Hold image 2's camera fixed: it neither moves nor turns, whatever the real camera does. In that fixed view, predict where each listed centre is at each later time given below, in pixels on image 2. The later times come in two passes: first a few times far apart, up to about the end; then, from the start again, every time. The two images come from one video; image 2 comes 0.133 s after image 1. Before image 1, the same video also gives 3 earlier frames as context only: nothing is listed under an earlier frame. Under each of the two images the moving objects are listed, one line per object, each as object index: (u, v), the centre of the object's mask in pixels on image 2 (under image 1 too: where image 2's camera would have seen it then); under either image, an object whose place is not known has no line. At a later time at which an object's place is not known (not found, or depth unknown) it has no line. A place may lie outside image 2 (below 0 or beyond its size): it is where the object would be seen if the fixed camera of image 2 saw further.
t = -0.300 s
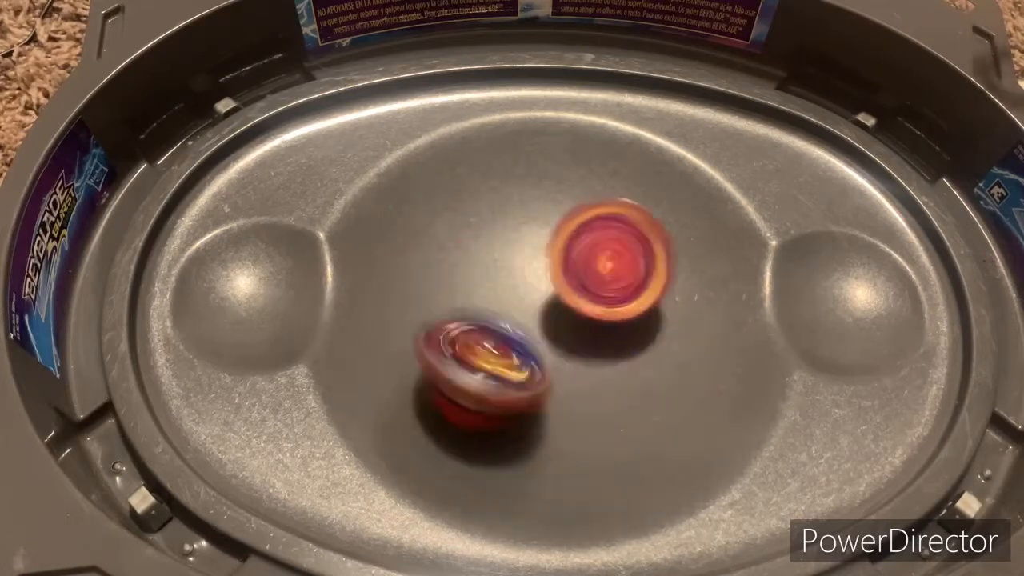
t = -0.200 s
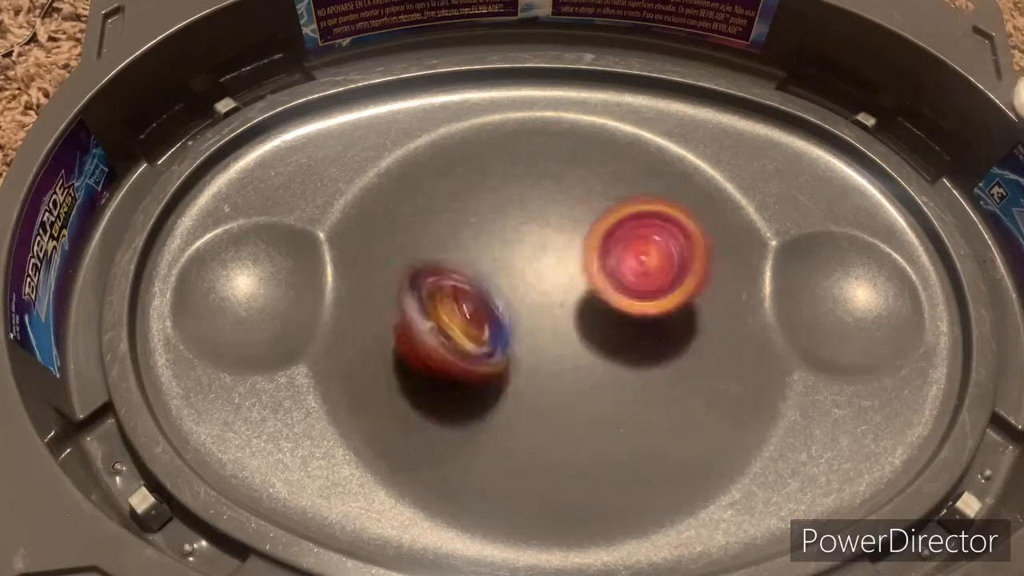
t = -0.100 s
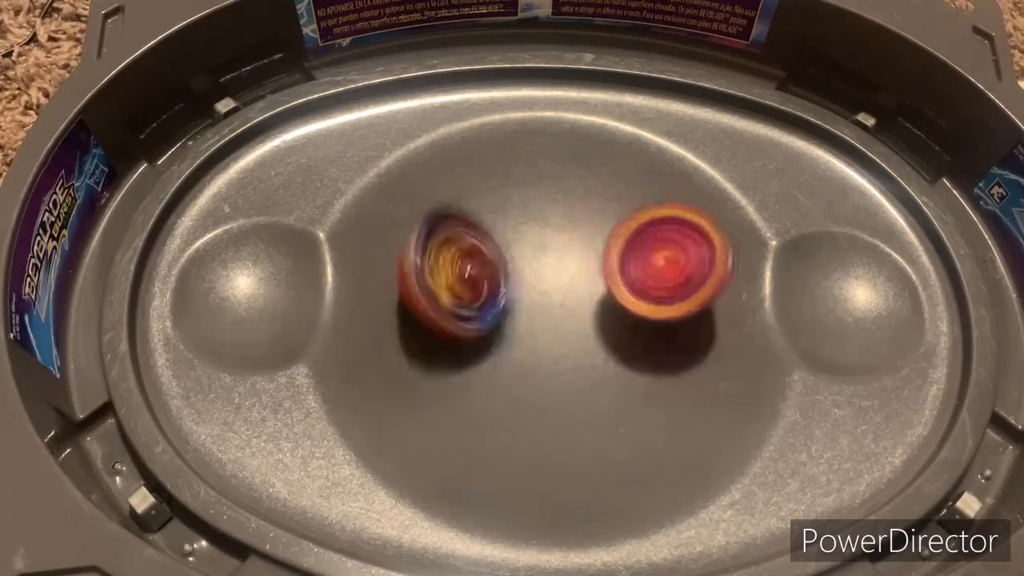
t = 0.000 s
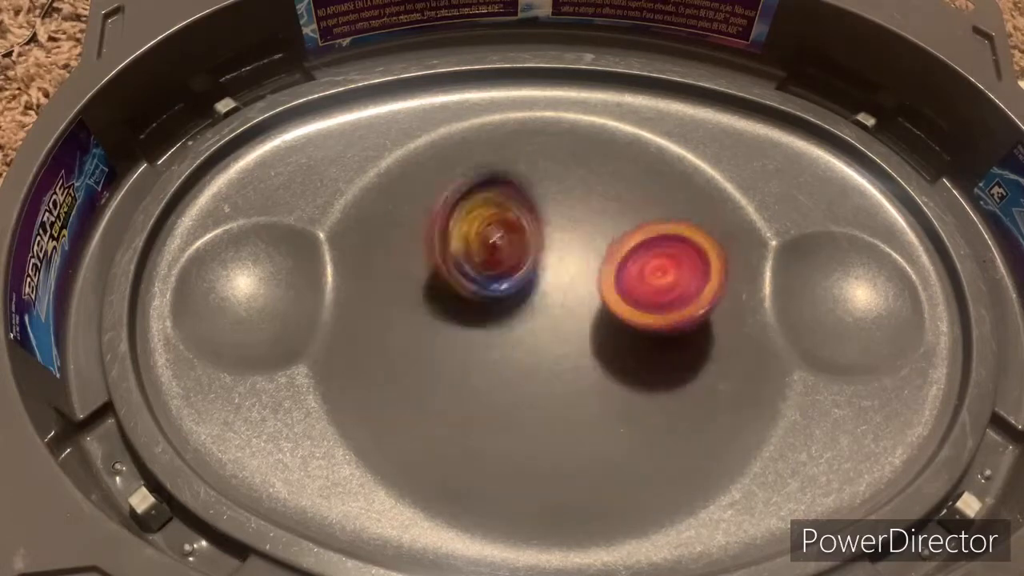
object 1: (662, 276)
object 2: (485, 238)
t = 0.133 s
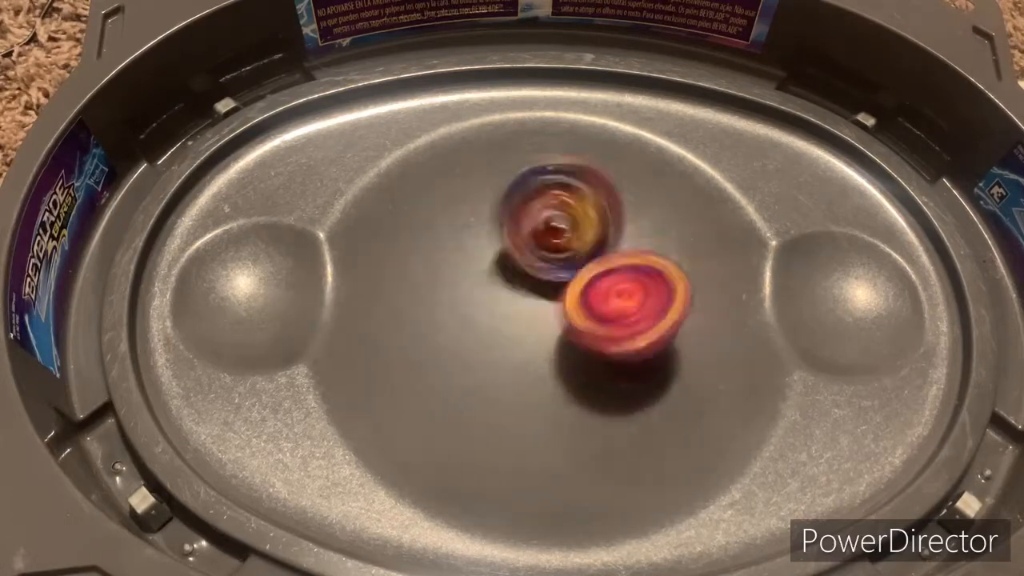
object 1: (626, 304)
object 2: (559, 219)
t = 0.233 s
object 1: (580, 334)
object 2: (628, 233)
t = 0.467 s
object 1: (469, 332)
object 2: (672, 348)
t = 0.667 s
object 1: (452, 281)
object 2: (560, 416)
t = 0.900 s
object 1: (531, 249)
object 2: (415, 332)
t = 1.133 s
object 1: (630, 277)
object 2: (459, 221)
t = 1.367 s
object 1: (643, 334)
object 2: (593, 204)
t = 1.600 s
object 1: (552, 342)
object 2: (681, 297)
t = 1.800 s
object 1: (489, 280)
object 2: (649, 386)
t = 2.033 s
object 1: (500, 221)
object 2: (487, 384)
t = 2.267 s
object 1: (563, 250)
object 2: (427, 302)
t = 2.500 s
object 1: (604, 334)
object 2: (493, 244)
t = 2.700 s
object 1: (573, 374)
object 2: (592, 241)
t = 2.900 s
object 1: (525, 338)
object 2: (647, 274)
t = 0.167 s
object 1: (611, 318)
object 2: (578, 215)
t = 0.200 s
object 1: (593, 328)
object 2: (605, 221)
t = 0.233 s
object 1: (580, 334)
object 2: (628, 233)
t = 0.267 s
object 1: (561, 340)
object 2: (641, 248)
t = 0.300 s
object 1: (544, 344)
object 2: (657, 263)
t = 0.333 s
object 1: (527, 345)
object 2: (668, 278)
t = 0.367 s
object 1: (512, 345)
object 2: (673, 298)
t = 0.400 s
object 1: (495, 343)
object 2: (678, 313)
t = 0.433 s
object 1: (481, 339)
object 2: (675, 331)
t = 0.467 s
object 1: (469, 332)
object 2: (672, 348)
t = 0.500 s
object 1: (460, 325)
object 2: (662, 364)
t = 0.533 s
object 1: (452, 317)
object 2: (649, 379)
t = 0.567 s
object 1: (449, 309)
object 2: (633, 392)
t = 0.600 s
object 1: (447, 299)
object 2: (608, 407)
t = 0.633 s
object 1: (448, 290)
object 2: (591, 411)
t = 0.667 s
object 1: (452, 281)
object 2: (560, 416)
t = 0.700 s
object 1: (458, 273)
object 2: (539, 415)
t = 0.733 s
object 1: (466, 266)
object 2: (509, 412)
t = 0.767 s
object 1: (476, 260)
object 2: (486, 404)
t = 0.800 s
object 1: (488, 255)
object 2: (467, 395)
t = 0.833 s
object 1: (501, 252)
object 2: (444, 371)
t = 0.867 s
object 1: (516, 250)
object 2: (431, 357)
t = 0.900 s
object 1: (531, 249)
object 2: (415, 332)
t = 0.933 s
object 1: (546, 250)
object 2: (412, 315)
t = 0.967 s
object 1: (562, 251)
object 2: (411, 298)
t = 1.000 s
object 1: (578, 254)
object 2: (411, 273)
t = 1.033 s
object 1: (593, 258)
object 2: (421, 261)
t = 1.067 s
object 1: (606, 263)
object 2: (431, 248)
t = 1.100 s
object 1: (619, 269)
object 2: (440, 229)
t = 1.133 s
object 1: (630, 277)
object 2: (459, 221)
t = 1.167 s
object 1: (639, 285)
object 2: (474, 215)
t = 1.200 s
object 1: (645, 293)
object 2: (491, 206)
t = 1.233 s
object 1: (649, 301)
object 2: (511, 199)
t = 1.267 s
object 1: (652, 309)
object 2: (533, 200)
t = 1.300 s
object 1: (652, 318)
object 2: (550, 199)
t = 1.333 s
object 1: (648, 327)
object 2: (569, 202)
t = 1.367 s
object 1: (643, 334)
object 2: (593, 204)
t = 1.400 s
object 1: (634, 341)
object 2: (611, 215)
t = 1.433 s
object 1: (623, 345)
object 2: (626, 223)
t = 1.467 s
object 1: (610, 349)
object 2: (641, 235)
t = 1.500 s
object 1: (597, 349)
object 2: (658, 243)
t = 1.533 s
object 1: (582, 349)
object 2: (670, 262)
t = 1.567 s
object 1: (567, 346)
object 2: (678, 282)
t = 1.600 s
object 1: (552, 342)
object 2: (681, 297)
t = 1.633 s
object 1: (539, 333)
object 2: (685, 308)
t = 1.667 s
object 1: (525, 326)
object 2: (686, 330)
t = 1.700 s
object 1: (513, 315)
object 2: (677, 351)
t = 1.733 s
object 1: (503, 304)
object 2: (670, 364)
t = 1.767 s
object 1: (495, 292)
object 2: (663, 374)
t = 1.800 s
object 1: (489, 280)
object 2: (649, 386)
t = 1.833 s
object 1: (484, 267)
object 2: (625, 398)
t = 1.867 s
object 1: (482, 257)
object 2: (604, 401)
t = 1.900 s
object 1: (482, 245)
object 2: (579, 406)
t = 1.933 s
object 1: (486, 236)
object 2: (559, 405)
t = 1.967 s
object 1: (488, 229)
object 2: (532, 400)
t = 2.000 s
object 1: (494, 224)
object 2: (508, 391)
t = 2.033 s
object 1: (500, 221)
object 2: (487, 384)
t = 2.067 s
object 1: (507, 218)
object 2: (472, 376)
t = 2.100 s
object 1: (516, 219)
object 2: (456, 365)
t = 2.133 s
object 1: (524, 221)
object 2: (440, 350)
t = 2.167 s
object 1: (535, 227)
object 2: (430, 336)
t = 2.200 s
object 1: (544, 232)
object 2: (426, 323)
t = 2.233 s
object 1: (555, 241)
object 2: (426, 312)
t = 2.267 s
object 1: (563, 250)
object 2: (427, 302)
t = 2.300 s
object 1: (573, 261)
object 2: (428, 290)
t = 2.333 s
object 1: (581, 273)
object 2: (437, 273)
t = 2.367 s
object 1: (589, 286)
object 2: (445, 264)
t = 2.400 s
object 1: (595, 299)
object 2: (457, 258)
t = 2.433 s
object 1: (601, 310)
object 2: (468, 253)
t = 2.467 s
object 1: (602, 323)
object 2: (481, 248)
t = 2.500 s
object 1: (604, 334)
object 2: (493, 244)
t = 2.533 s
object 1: (602, 346)
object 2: (505, 236)
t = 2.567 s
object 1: (599, 355)
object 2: (525, 230)
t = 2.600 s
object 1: (595, 363)
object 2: (546, 230)
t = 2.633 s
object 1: (587, 369)
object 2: (566, 234)
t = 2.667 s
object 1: (581, 373)
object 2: (579, 238)
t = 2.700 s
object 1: (573, 374)
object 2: (592, 241)
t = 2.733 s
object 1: (566, 375)
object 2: (604, 242)
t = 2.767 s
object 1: (557, 371)
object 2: (620, 246)
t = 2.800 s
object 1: (548, 367)
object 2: (630, 252)
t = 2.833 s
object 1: (540, 358)
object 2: (639, 259)
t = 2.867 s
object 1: (532, 349)
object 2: (644, 271)
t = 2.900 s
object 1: (525, 338)
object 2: (647, 274)
